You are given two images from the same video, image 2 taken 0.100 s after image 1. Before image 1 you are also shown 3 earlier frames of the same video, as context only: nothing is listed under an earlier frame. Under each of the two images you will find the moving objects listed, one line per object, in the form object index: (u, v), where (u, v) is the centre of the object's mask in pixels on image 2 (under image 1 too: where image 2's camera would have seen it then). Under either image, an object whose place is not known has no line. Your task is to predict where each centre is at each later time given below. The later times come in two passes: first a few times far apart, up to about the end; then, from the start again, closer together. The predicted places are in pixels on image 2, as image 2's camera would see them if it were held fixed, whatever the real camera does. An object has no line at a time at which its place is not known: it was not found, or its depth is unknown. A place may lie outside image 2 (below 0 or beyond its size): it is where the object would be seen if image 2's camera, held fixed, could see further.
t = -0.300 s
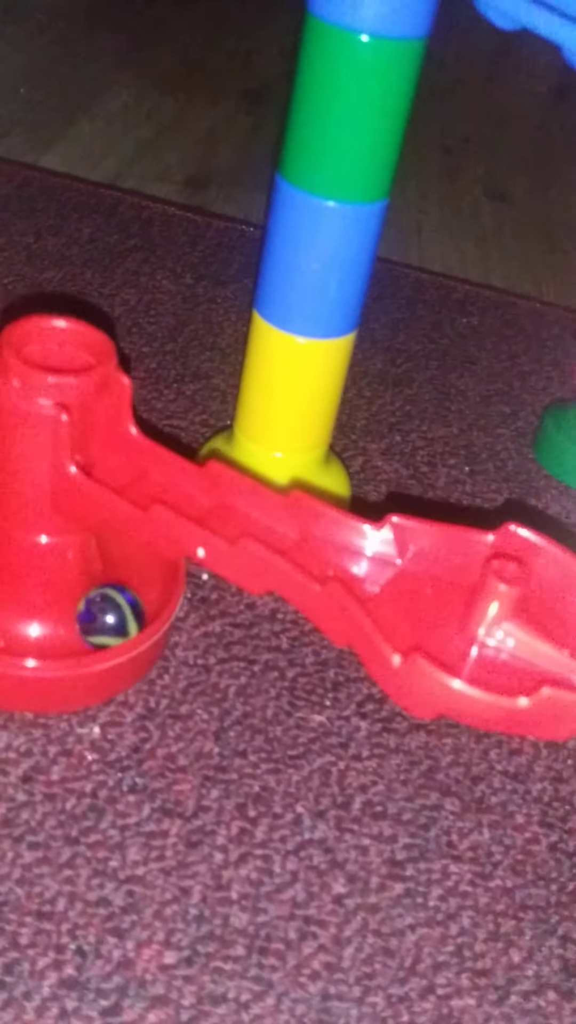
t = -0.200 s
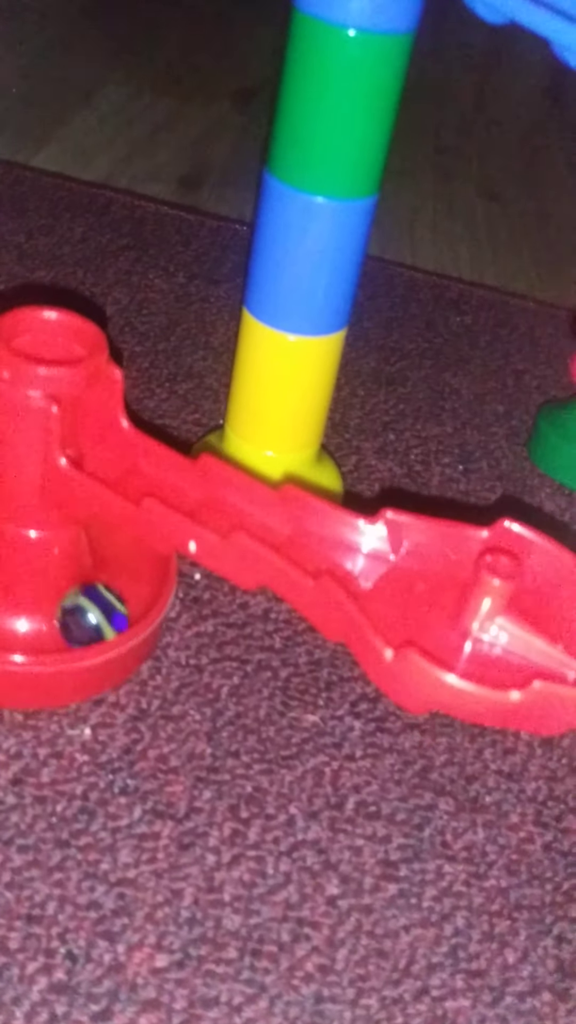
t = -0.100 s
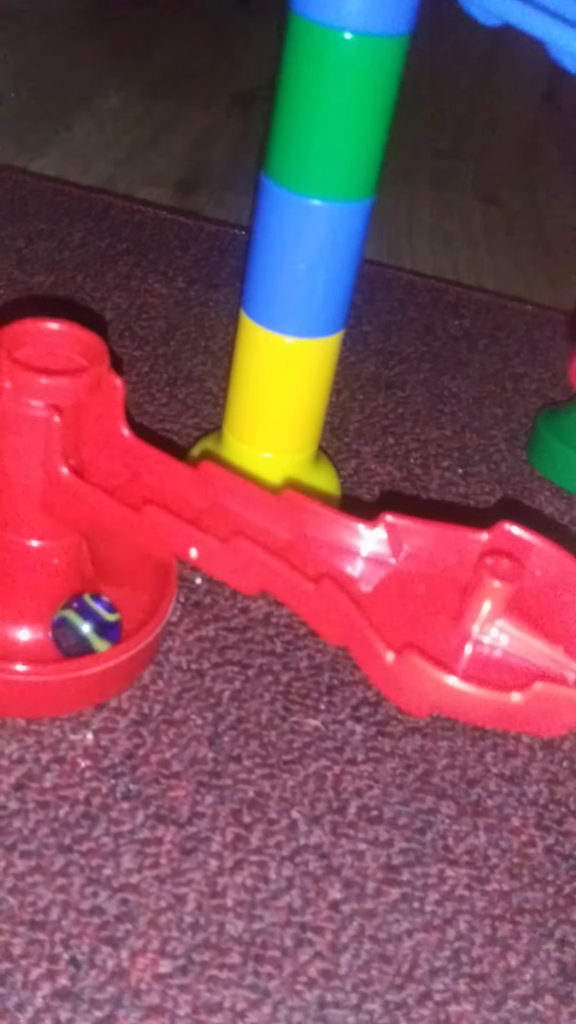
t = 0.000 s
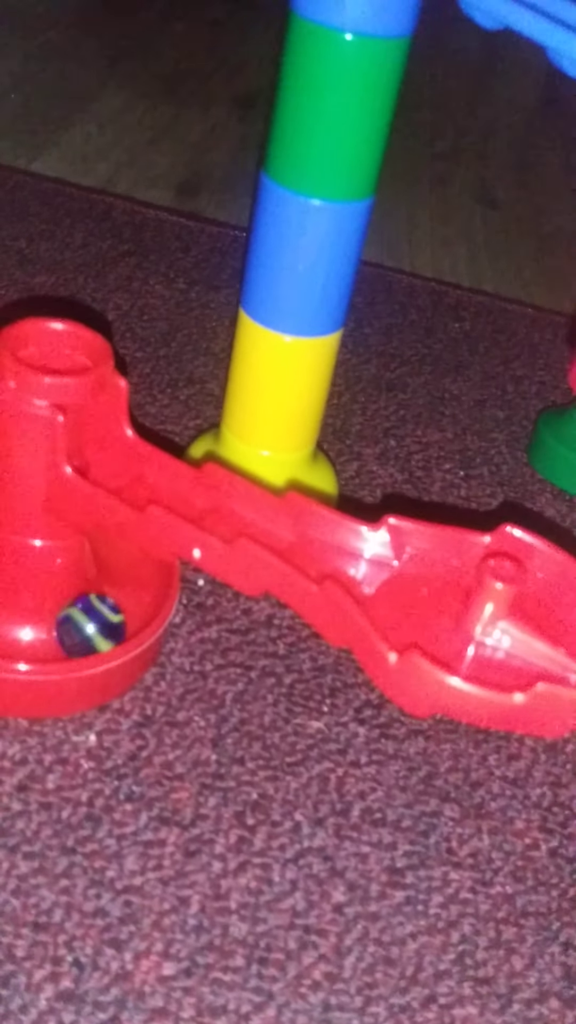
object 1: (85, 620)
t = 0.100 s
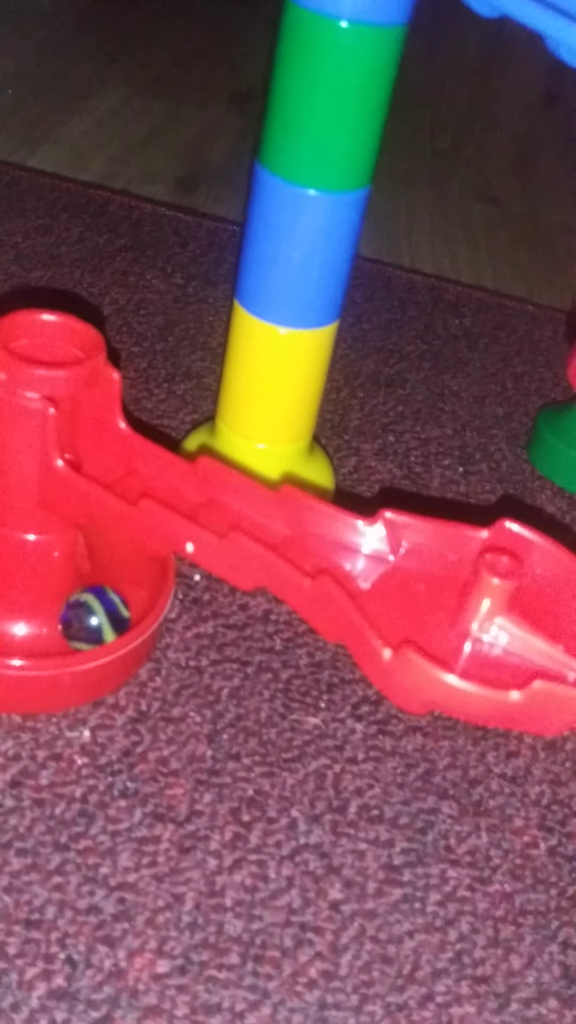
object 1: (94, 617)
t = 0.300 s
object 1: (96, 616)
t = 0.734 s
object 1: (89, 617)
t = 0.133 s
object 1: (96, 616)
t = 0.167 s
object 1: (98, 614)
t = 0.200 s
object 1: (101, 614)
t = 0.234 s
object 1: (100, 614)
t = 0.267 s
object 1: (99, 615)
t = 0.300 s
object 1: (96, 616)
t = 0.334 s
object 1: (94, 617)
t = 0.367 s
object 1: (91, 617)
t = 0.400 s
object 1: (89, 617)
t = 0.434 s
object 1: (87, 618)
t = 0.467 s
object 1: (85, 619)
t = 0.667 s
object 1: (87, 619)
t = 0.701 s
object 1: (88, 618)
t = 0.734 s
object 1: (89, 617)
